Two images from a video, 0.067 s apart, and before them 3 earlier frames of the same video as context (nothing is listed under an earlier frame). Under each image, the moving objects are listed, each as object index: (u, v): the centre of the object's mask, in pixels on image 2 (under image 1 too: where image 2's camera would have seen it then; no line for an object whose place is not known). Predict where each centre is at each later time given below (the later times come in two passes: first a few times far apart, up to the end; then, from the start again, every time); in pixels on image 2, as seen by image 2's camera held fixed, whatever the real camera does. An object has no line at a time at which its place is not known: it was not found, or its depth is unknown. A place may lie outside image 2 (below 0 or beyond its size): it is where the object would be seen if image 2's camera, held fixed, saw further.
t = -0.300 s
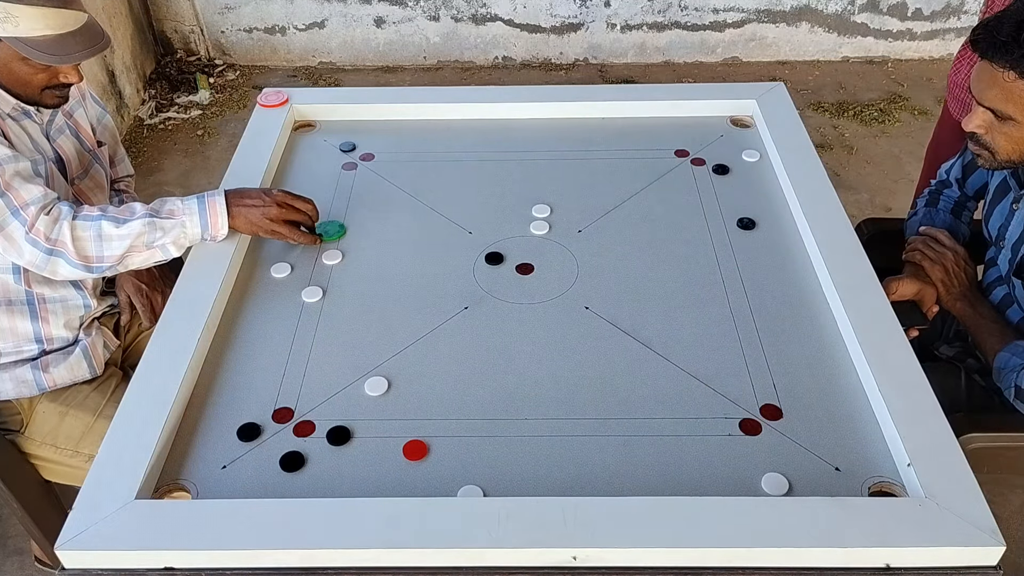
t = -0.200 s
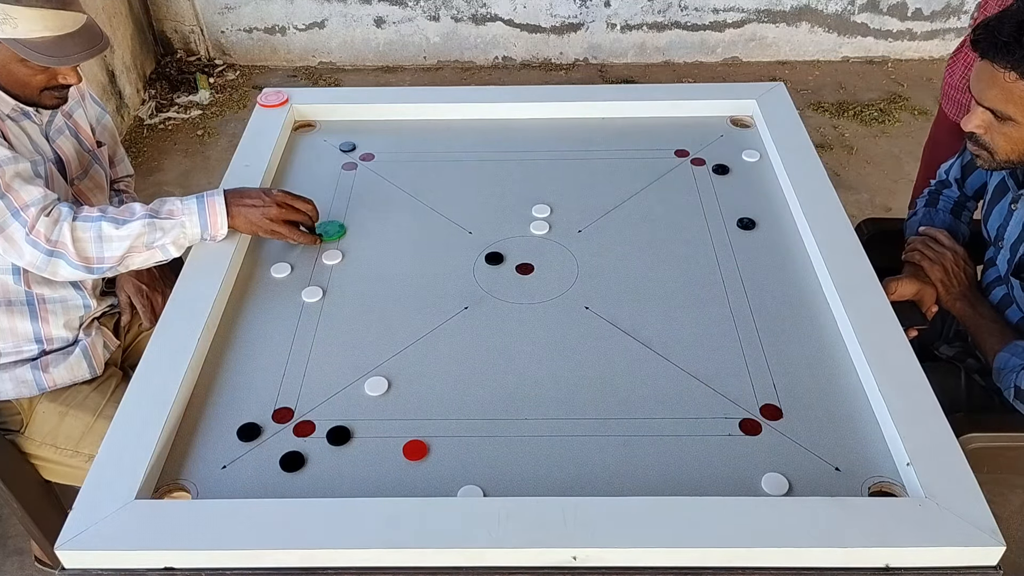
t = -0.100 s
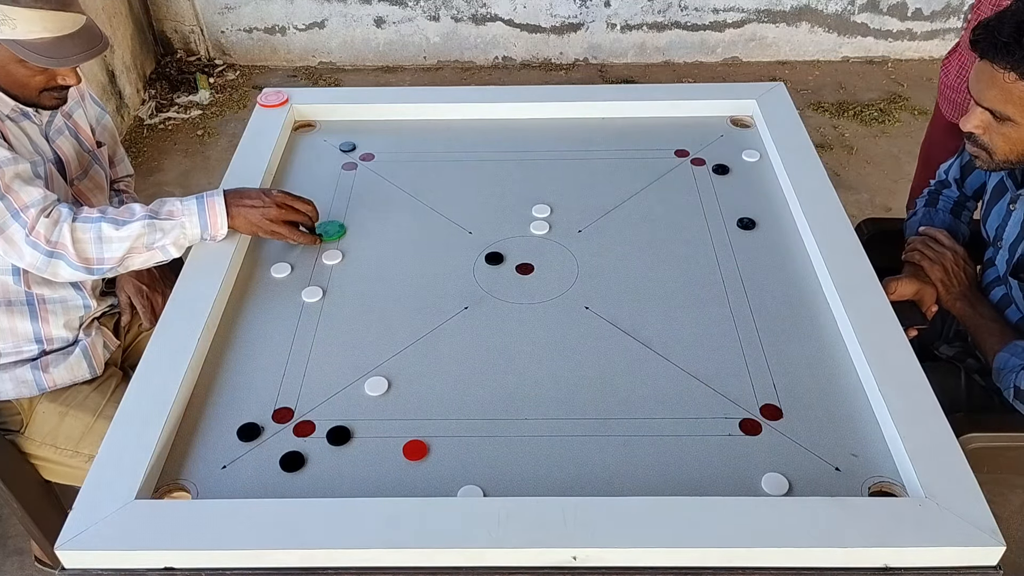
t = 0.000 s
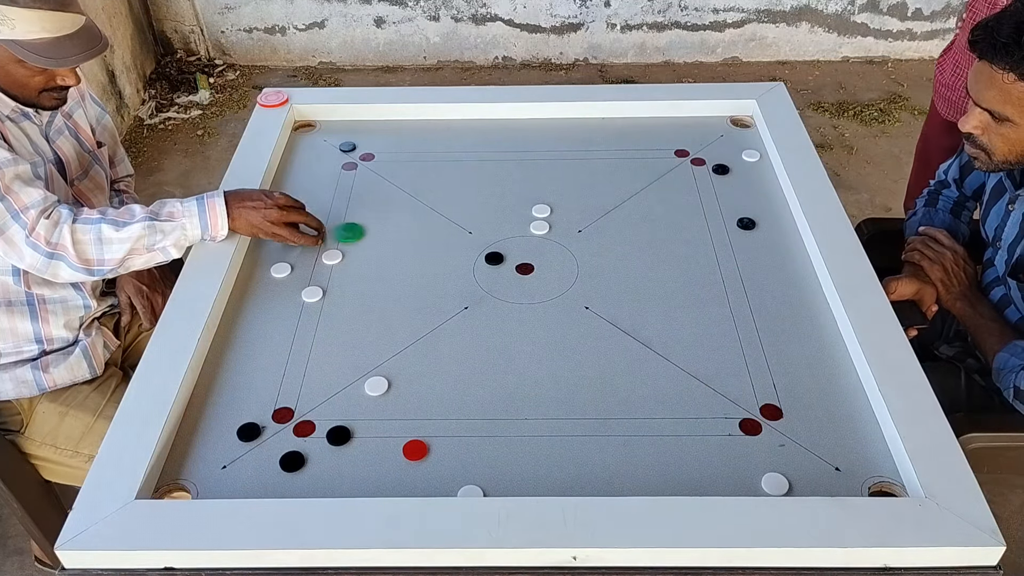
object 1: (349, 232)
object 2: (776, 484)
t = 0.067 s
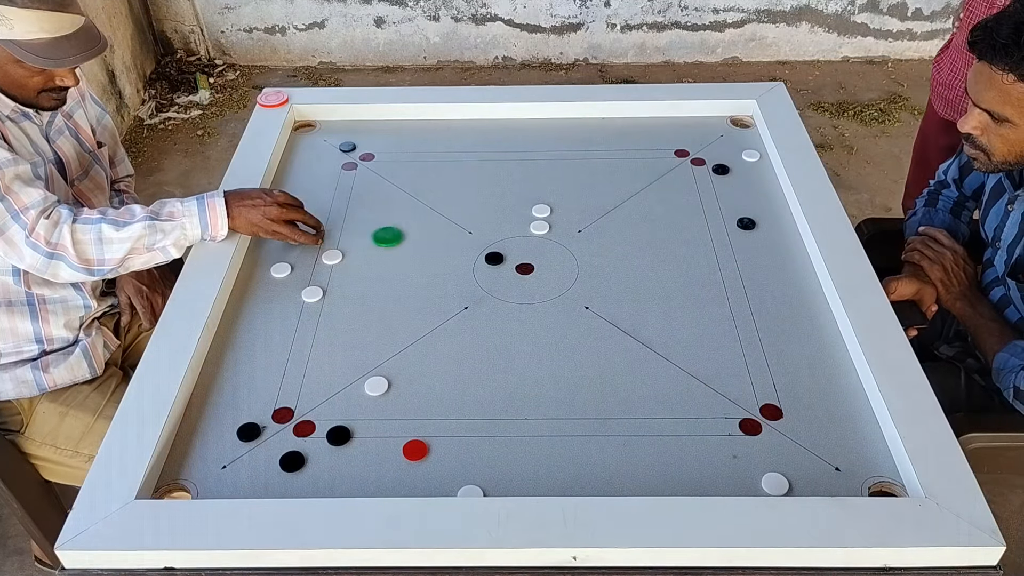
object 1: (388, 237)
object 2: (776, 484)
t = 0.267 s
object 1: (495, 246)
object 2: (776, 484)
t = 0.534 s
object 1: (589, 241)
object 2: (776, 484)
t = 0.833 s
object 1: (677, 237)
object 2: (776, 485)
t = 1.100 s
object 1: (742, 237)
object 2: (776, 484)
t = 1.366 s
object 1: (783, 244)
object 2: (740, 473)
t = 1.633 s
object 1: (774, 252)
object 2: (717, 465)
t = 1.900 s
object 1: (758, 260)
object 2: (706, 461)
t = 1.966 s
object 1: (755, 261)
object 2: (704, 460)
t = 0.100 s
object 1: (407, 239)
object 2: (776, 484)
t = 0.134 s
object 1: (427, 241)
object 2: (776, 484)
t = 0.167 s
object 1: (446, 243)
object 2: (776, 484)
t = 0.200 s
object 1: (465, 245)
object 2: (776, 484)
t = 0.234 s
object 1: (482, 247)
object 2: (776, 484)
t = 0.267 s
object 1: (495, 246)
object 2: (776, 484)
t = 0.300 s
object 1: (508, 245)
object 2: (776, 484)
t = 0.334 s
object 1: (520, 244)
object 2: (776, 484)
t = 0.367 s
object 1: (532, 244)
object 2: (776, 484)
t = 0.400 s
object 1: (544, 243)
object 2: (776, 484)
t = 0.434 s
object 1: (555, 243)
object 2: (776, 484)
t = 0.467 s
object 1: (567, 242)
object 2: (776, 484)
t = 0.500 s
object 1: (578, 241)
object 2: (776, 484)
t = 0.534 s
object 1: (589, 241)
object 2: (776, 484)
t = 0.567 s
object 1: (599, 240)
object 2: (776, 484)
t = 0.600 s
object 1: (610, 240)
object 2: (776, 484)
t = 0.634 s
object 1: (620, 239)
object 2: (776, 484)
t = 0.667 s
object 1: (630, 239)
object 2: (776, 484)
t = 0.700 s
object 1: (640, 238)
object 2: (776, 485)
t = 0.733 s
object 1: (649, 238)
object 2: (776, 485)
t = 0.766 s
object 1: (659, 238)
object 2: (776, 485)
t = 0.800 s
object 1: (668, 237)
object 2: (776, 485)
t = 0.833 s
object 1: (677, 237)
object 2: (776, 485)
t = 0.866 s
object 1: (686, 236)
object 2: (776, 485)
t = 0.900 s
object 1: (695, 236)
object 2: (776, 485)
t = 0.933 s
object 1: (704, 236)
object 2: (776, 485)
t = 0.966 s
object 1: (712, 236)
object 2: (776, 485)
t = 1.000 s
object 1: (721, 235)
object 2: (776, 485)
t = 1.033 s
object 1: (729, 236)
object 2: (776, 485)
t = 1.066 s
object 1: (736, 236)
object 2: (776, 485)
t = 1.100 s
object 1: (742, 237)
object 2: (776, 484)
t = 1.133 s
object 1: (748, 238)
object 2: (774, 484)
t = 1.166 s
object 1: (753, 239)
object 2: (769, 482)
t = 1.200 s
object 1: (759, 240)
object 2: (763, 481)
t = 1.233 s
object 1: (764, 241)
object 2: (758, 479)
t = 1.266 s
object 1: (769, 242)
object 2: (753, 477)
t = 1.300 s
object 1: (774, 243)
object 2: (748, 476)
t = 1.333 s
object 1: (778, 243)
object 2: (744, 475)
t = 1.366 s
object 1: (783, 244)
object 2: (740, 473)
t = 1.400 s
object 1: (787, 245)
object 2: (736, 472)
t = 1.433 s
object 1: (790, 246)
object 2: (732, 471)
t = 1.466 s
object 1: (787, 247)
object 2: (729, 469)
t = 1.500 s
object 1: (784, 248)
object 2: (726, 468)
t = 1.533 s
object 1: (782, 249)
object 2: (723, 467)
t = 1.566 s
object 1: (779, 250)
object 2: (721, 466)
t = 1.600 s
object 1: (777, 251)
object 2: (719, 466)
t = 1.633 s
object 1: (774, 252)
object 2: (717, 465)
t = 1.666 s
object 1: (772, 254)
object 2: (715, 464)
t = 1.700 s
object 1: (770, 254)
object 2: (713, 463)
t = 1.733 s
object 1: (768, 255)
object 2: (712, 463)
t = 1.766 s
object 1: (766, 256)
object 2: (710, 462)
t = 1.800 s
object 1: (764, 257)
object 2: (709, 462)
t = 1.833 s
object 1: (762, 258)
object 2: (708, 461)
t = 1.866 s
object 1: (760, 259)
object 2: (707, 461)
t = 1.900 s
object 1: (758, 260)
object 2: (706, 461)
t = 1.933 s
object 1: (756, 260)
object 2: (705, 460)
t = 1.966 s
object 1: (755, 261)
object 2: (704, 460)
